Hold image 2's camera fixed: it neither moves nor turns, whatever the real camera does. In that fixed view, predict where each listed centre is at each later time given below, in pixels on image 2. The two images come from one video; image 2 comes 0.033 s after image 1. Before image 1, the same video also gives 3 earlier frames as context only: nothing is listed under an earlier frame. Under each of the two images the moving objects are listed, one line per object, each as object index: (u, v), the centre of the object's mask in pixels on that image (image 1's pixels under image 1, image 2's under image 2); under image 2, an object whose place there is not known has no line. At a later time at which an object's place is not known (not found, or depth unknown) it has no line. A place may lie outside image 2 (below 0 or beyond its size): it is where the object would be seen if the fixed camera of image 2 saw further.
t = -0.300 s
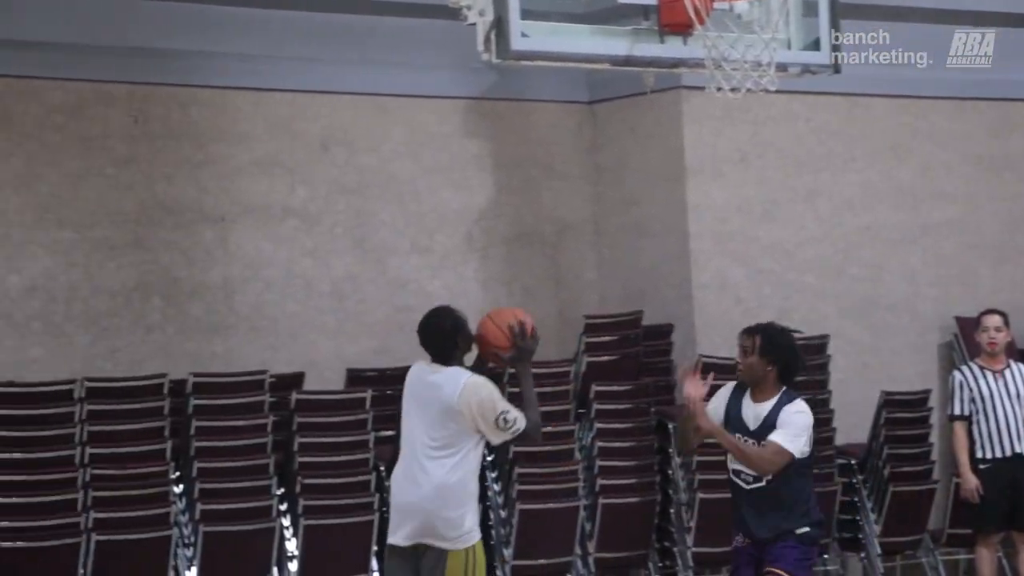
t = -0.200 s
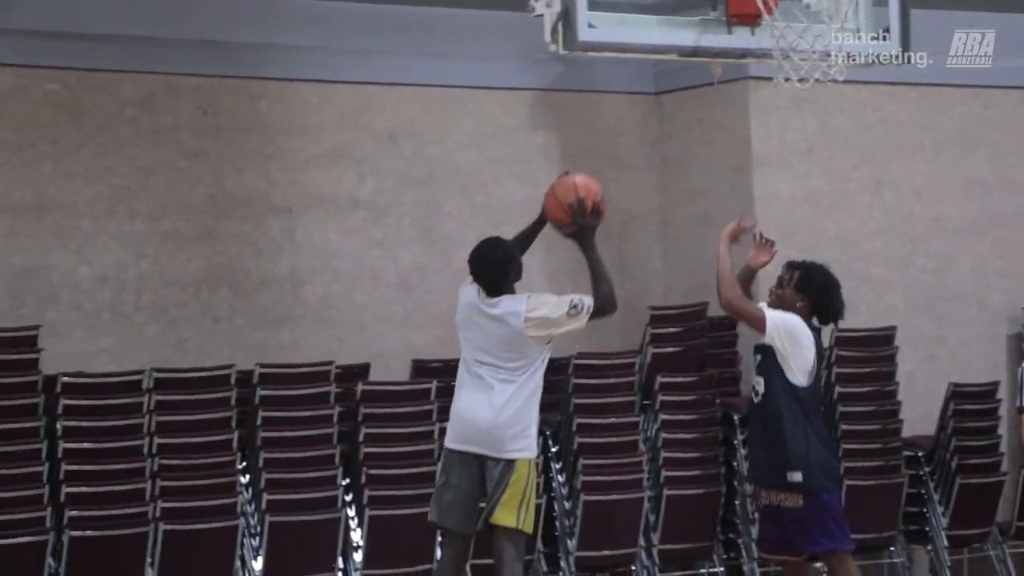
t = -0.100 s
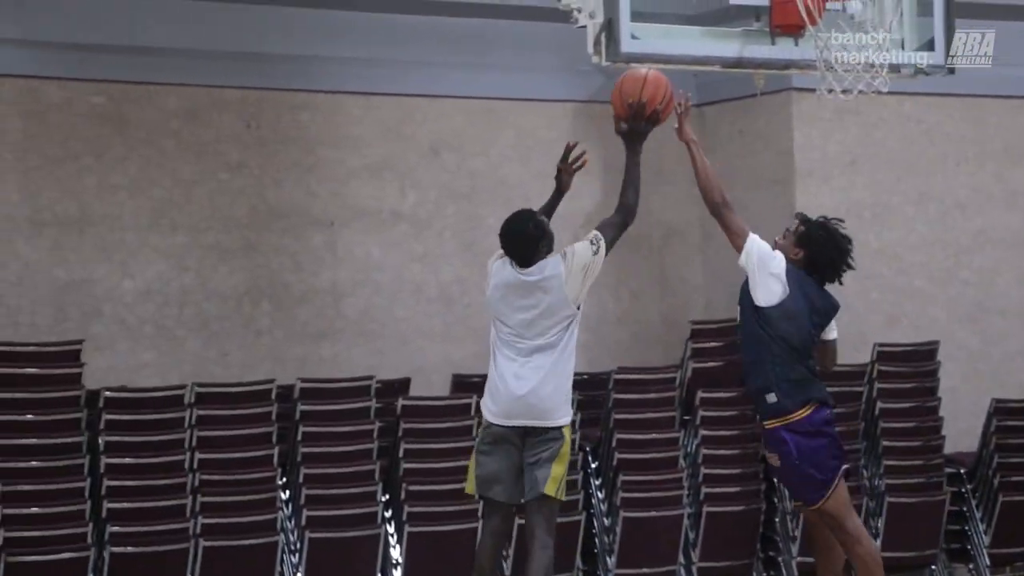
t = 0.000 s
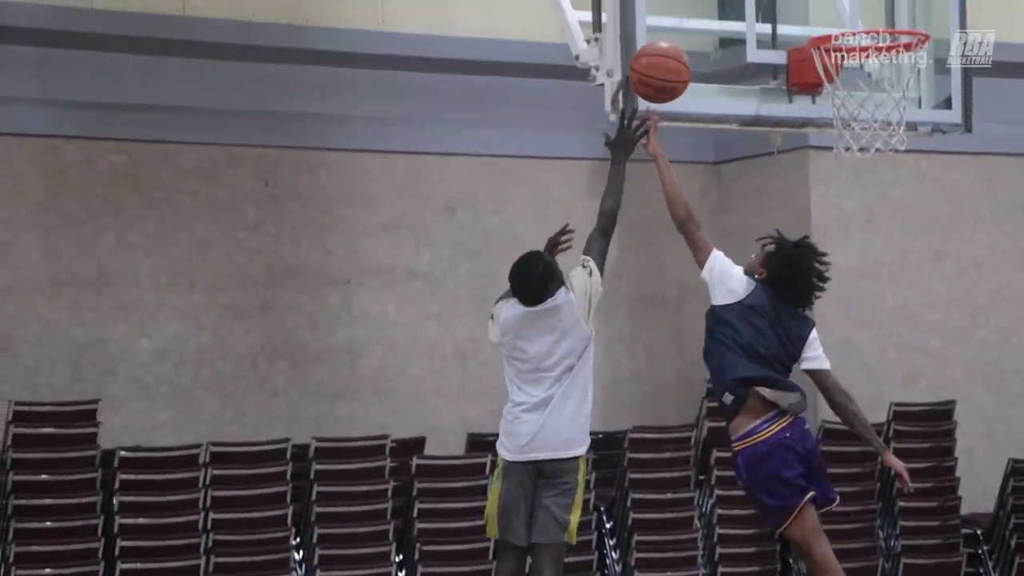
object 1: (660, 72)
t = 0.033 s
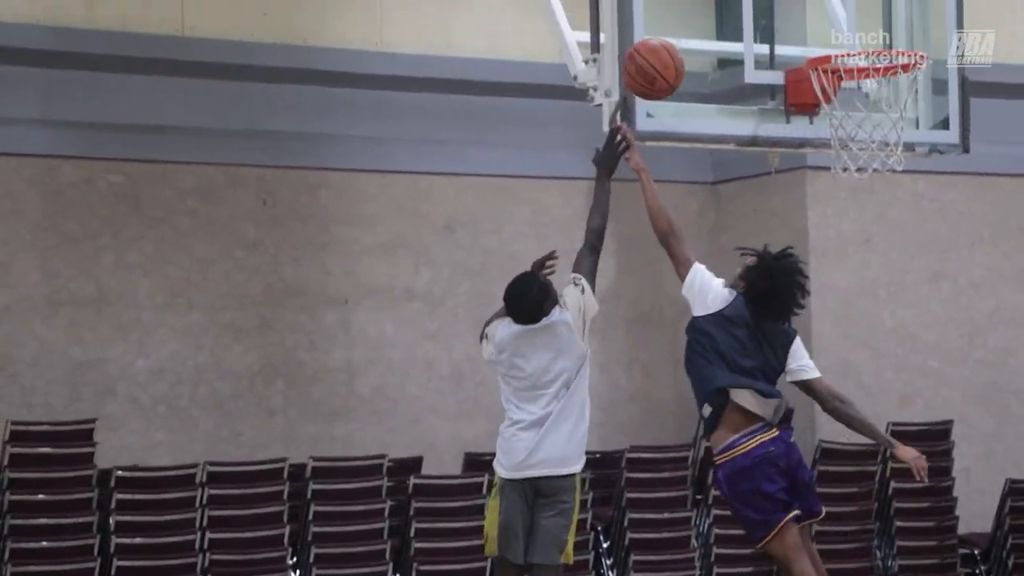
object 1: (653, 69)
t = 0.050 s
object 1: (651, 55)
